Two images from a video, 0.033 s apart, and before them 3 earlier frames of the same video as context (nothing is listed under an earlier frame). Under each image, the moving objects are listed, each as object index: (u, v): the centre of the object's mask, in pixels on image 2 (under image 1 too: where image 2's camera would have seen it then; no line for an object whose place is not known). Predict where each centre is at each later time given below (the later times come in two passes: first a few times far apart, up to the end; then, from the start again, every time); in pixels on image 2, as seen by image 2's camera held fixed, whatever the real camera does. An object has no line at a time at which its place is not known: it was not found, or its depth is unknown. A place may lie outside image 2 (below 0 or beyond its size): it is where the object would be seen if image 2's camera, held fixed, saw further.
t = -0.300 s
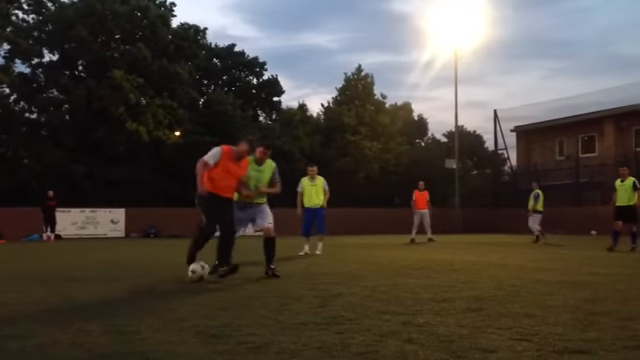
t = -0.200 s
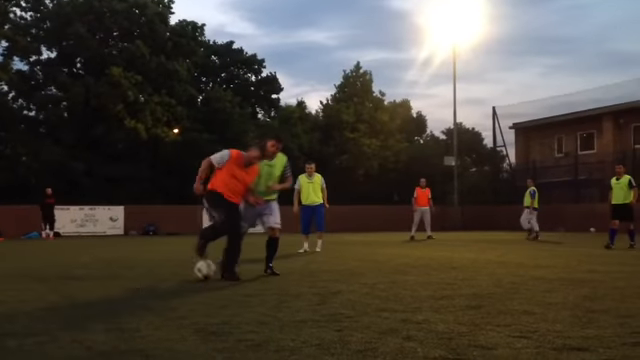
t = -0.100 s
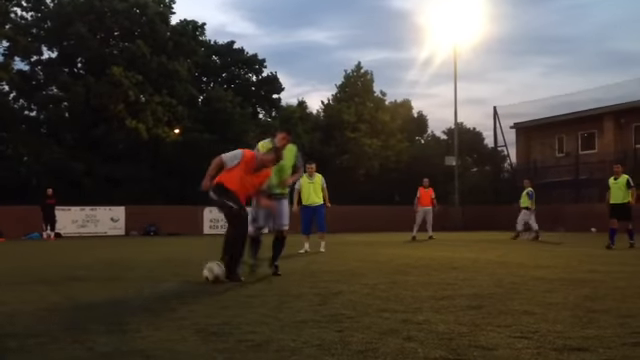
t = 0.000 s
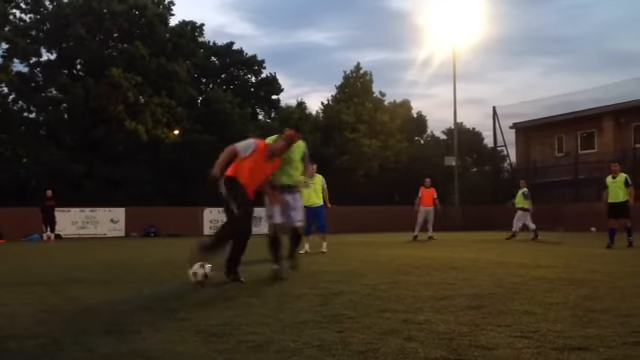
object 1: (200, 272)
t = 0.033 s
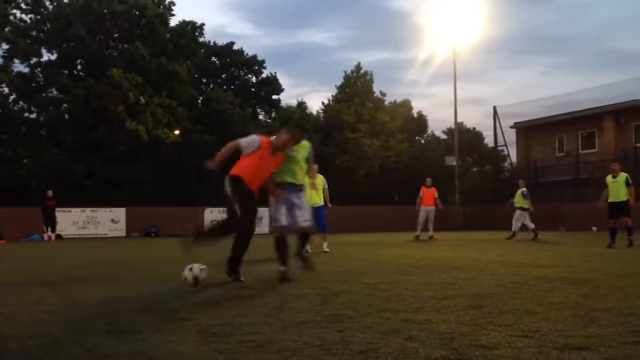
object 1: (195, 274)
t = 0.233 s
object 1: (163, 278)
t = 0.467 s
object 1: (130, 282)
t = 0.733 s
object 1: (92, 288)
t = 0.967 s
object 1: (56, 293)
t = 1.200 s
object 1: (20, 298)
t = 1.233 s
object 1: (16, 298)
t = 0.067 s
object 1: (188, 275)
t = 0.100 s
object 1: (183, 275)
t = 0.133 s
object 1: (177, 276)
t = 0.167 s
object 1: (171, 277)
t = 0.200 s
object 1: (166, 278)
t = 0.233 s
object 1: (163, 278)
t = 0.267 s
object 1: (159, 279)
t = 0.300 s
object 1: (154, 280)
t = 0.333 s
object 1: (149, 280)
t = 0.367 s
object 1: (144, 280)
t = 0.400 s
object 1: (139, 281)
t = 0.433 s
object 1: (135, 282)
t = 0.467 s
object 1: (130, 282)
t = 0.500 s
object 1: (126, 283)
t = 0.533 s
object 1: (121, 284)
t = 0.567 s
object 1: (116, 285)
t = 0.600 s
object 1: (111, 285)
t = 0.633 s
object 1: (106, 286)
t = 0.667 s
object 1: (101, 287)
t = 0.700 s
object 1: (96, 287)
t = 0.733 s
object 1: (92, 288)
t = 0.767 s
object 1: (86, 288)
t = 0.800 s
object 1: (82, 288)
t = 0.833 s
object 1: (77, 290)
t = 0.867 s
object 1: (72, 291)
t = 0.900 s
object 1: (67, 291)
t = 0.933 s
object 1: (62, 292)
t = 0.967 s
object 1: (56, 293)
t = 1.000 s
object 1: (52, 294)
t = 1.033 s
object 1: (46, 294)
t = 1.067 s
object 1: (41, 294)
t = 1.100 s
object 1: (35, 296)
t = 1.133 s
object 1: (30, 297)
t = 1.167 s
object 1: (25, 297)
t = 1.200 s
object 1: (20, 298)
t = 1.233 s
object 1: (16, 298)
